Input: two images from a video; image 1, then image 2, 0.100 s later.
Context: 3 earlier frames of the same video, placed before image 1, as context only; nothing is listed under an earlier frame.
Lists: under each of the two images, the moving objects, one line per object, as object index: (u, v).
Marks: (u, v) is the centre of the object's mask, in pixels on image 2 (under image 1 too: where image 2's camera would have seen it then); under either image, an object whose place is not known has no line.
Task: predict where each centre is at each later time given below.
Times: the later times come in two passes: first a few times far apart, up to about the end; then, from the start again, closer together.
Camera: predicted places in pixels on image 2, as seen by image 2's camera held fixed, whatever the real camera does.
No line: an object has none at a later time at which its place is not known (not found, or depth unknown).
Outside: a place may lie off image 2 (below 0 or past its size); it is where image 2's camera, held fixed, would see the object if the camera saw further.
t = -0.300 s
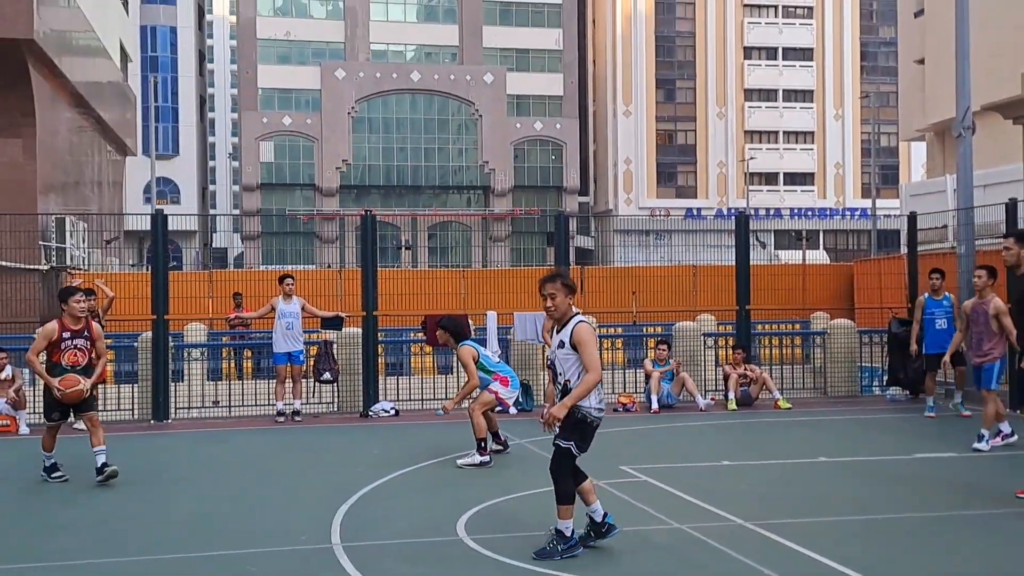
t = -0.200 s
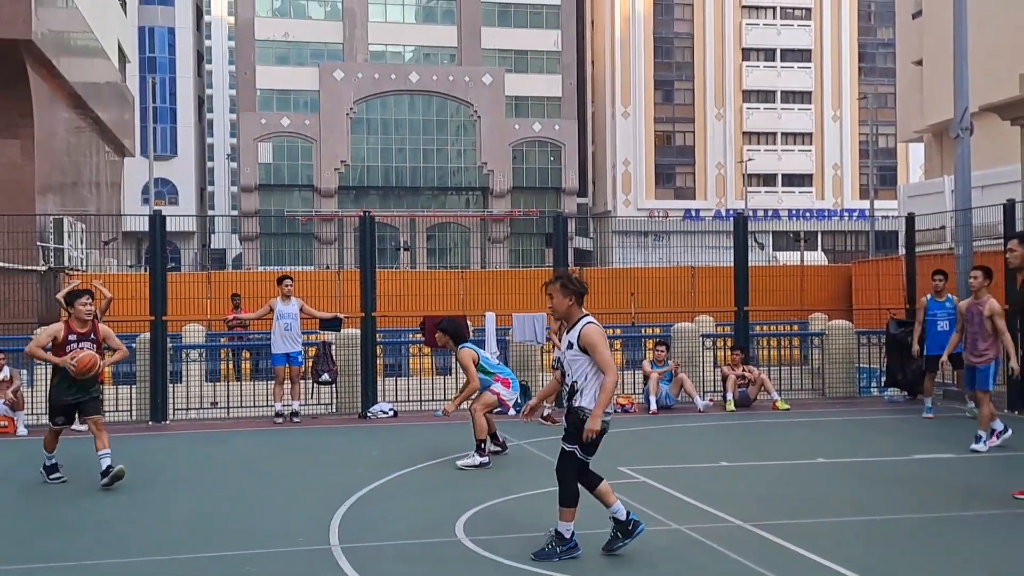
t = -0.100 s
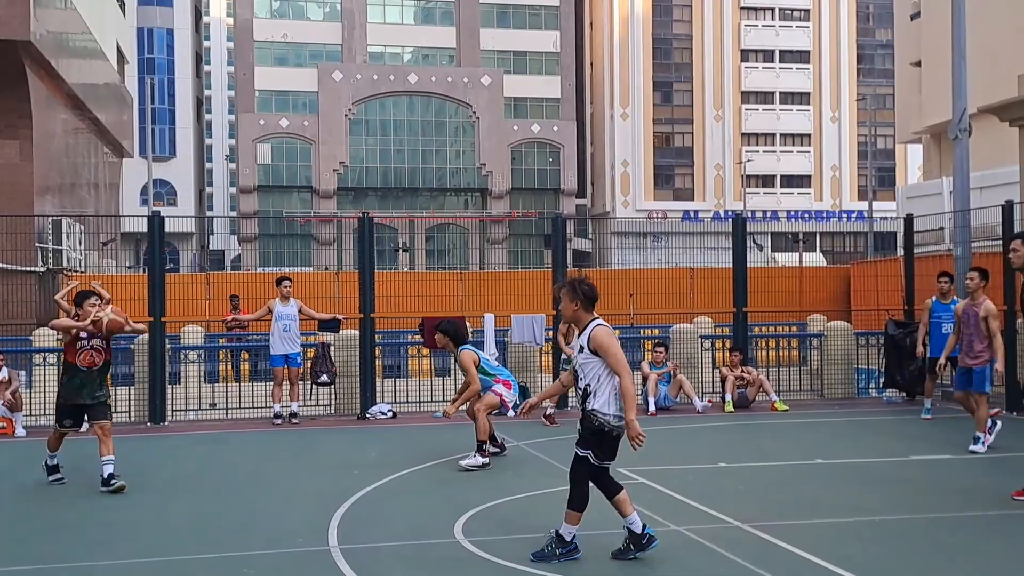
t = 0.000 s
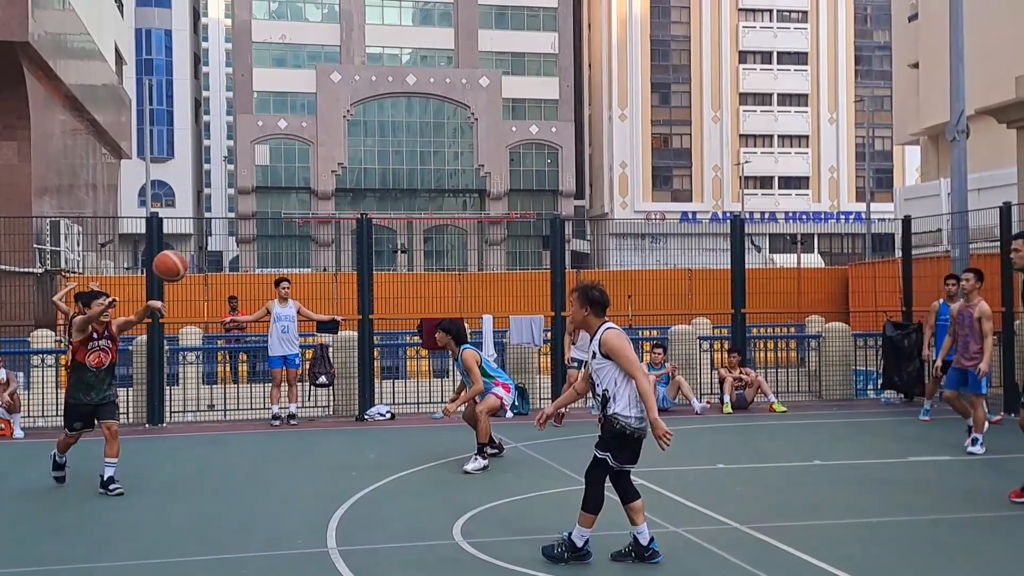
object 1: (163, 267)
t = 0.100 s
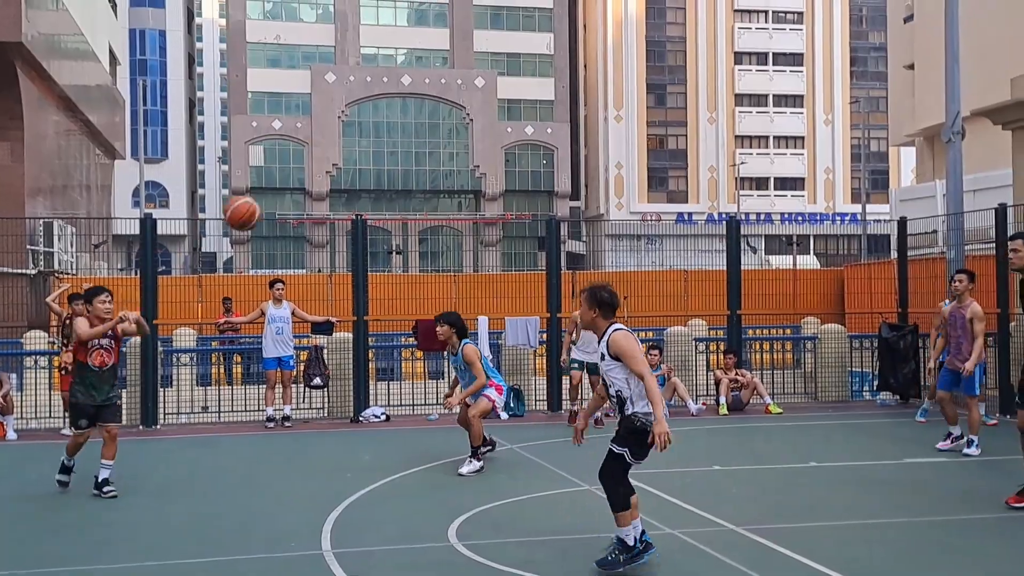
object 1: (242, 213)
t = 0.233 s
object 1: (364, 151)
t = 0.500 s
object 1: (712, 73)
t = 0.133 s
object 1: (270, 197)
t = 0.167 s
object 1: (300, 180)
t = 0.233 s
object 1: (364, 151)
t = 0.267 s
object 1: (399, 137)
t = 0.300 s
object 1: (435, 124)
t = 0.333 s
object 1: (475, 113)
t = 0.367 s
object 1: (516, 102)
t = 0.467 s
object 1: (658, 78)
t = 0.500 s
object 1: (712, 73)
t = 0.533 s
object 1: (771, 70)
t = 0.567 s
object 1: (836, 70)
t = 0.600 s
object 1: (904, 72)
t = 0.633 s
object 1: (982, 76)
